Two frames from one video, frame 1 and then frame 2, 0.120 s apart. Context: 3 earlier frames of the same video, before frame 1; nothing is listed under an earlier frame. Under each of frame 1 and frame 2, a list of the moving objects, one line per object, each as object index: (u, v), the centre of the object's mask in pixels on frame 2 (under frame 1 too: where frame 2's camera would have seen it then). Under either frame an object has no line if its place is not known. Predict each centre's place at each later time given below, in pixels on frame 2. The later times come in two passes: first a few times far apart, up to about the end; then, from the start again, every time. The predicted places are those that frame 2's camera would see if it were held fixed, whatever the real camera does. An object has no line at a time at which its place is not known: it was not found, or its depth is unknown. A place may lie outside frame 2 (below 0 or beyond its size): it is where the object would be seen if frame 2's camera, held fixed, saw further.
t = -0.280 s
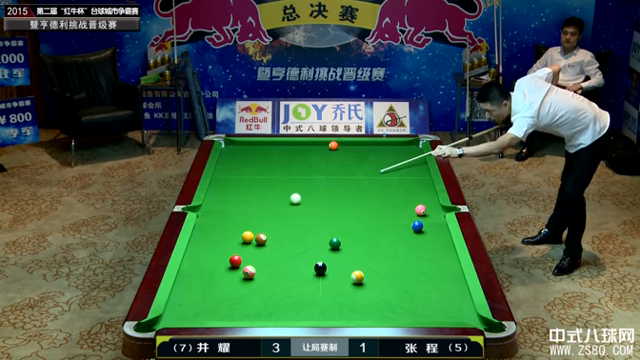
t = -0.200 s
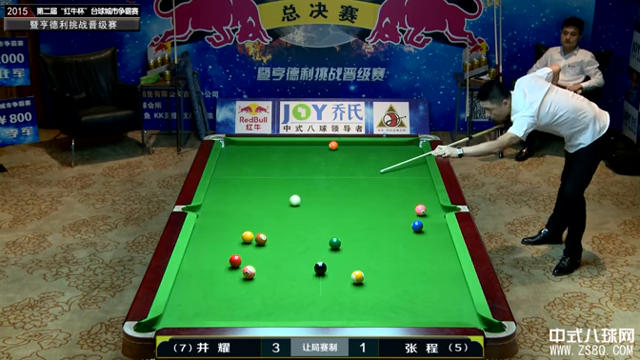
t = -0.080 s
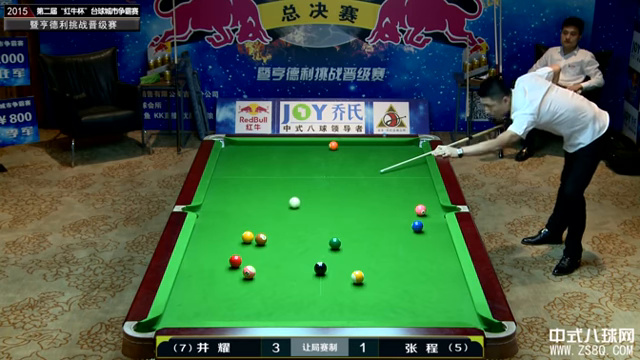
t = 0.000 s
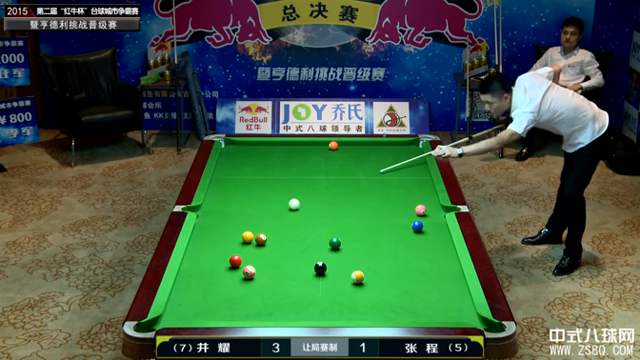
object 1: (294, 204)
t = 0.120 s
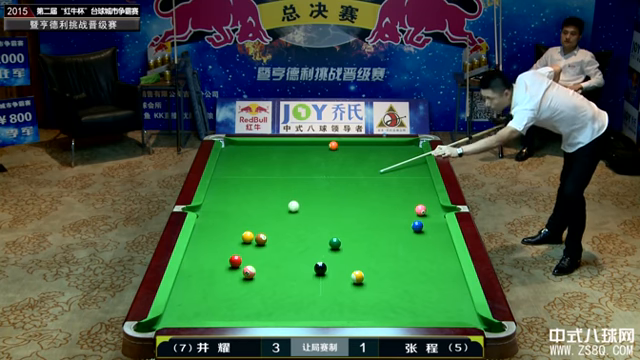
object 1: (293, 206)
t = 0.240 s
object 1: (293, 208)
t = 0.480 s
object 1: (292, 212)
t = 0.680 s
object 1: (291, 216)
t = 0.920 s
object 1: (291, 219)
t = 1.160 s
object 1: (290, 222)
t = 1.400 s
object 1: (289, 225)
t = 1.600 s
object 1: (288, 227)
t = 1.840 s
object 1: (288, 229)
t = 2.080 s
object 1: (287, 231)
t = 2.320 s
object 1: (286, 233)
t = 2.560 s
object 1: (286, 234)
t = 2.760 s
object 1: (285, 234)
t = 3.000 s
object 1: (285, 235)
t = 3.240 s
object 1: (285, 235)
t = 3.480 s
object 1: (285, 234)
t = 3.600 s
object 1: (285, 235)
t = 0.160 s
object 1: (293, 207)
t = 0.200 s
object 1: (293, 207)
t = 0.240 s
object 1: (293, 208)
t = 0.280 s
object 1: (293, 209)
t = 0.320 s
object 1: (292, 210)
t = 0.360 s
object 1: (292, 210)
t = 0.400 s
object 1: (292, 211)
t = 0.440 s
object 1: (292, 212)
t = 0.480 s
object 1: (292, 212)
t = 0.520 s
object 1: (292, 213)
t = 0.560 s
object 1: (291, 214)
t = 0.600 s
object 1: (291, 214)
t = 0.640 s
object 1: (291, 215)
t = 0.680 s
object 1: (291, 216)
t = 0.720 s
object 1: (291, 216)
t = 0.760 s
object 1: (291, 217)
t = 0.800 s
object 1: (291, 217)
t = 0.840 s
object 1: (291, 218)
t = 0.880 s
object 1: (291, 219)
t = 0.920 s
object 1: (291, 219)
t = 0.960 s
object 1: (291, 220)
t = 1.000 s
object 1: (291, 220)
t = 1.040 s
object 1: (290, 221)
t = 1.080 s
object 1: (290, 221)
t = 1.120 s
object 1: (290, 222)
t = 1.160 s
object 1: (290, 222)
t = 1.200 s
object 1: (290, 223)
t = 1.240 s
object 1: (290, 223)
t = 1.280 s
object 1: (290, 224)
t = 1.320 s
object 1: (290, 224)
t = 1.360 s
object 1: (290, 225)
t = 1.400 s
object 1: (289, 225)
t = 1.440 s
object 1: (289, 226)
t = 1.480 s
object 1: (289, 226)
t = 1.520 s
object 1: (289, 226)
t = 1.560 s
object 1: (289, 227)
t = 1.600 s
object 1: (288, 227)
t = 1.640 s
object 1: (288, 228)
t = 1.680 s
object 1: (288, 228)
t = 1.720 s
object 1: (288, 228)
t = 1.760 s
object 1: (288, 229)
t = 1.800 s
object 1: (288, 229)
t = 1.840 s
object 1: (288, 229)
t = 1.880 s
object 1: (288, 230)
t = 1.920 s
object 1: (288, 230)
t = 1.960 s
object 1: (287, 230)
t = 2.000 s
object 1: (287, 231)
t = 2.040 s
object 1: (287, 231)
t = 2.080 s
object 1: (287, 231)
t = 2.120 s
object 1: (287, 231)
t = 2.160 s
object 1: (287, 232)
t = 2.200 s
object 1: (287, 232)
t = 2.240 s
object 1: (287, 232)
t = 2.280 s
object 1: (287, 233)
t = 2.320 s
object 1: (286, 233)
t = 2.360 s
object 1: (286, 233)
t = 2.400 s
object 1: (286, 233)
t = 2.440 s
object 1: (286, 233)
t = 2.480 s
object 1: (286, 233)
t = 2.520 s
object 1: (286, 234)
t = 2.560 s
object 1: (286, 234)
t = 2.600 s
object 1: (286, 234)
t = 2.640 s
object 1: (286, 234)
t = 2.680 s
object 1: (285, 234)
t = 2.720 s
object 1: (285, 234)
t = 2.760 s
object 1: (285, 234)
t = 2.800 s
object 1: (285, 234)
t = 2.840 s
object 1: (285, 235)
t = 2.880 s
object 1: (285, 235)
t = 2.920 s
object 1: (285, 235)
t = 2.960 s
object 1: (285, 235)
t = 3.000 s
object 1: (285, 235)
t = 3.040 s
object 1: (285, 235)
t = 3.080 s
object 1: (285, 235)
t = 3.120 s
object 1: (285, 235)
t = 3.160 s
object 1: (285, 235)
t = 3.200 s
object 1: (285, 235)
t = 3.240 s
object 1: (285, 235)
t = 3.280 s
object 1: (285, 235)
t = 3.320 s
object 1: (285, 235)
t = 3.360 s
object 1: (285, 235)
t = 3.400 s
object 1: (285, 235)
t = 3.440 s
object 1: (285, 234)
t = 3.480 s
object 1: (285, 234)
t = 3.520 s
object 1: (285, 234)
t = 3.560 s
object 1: (285, 234)
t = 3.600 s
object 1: (285, 235)
